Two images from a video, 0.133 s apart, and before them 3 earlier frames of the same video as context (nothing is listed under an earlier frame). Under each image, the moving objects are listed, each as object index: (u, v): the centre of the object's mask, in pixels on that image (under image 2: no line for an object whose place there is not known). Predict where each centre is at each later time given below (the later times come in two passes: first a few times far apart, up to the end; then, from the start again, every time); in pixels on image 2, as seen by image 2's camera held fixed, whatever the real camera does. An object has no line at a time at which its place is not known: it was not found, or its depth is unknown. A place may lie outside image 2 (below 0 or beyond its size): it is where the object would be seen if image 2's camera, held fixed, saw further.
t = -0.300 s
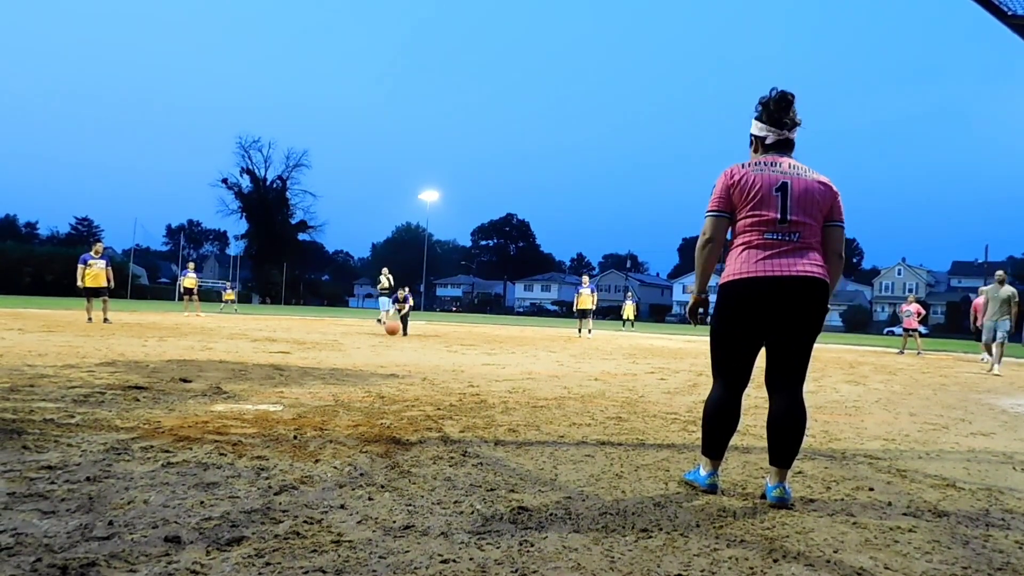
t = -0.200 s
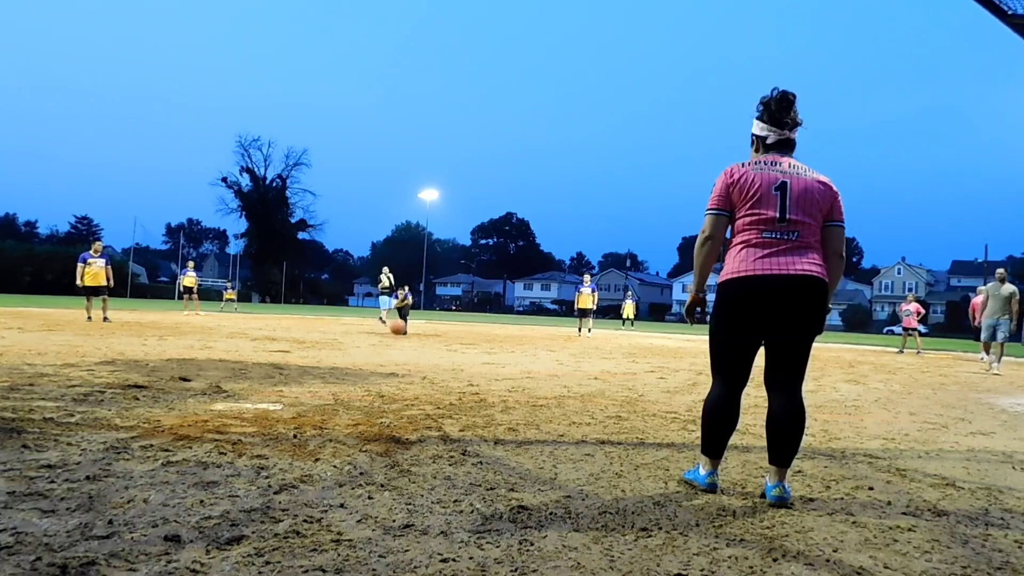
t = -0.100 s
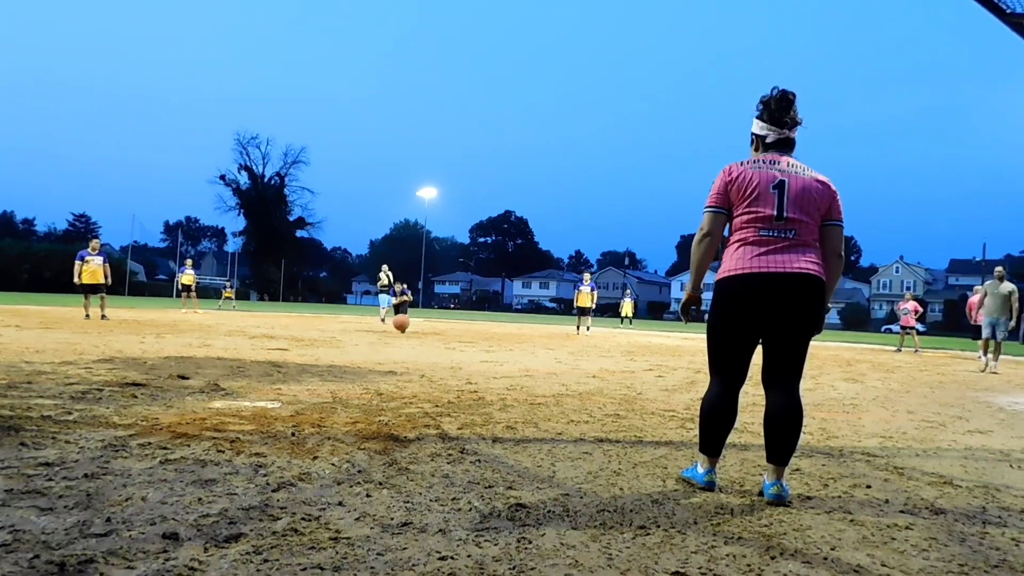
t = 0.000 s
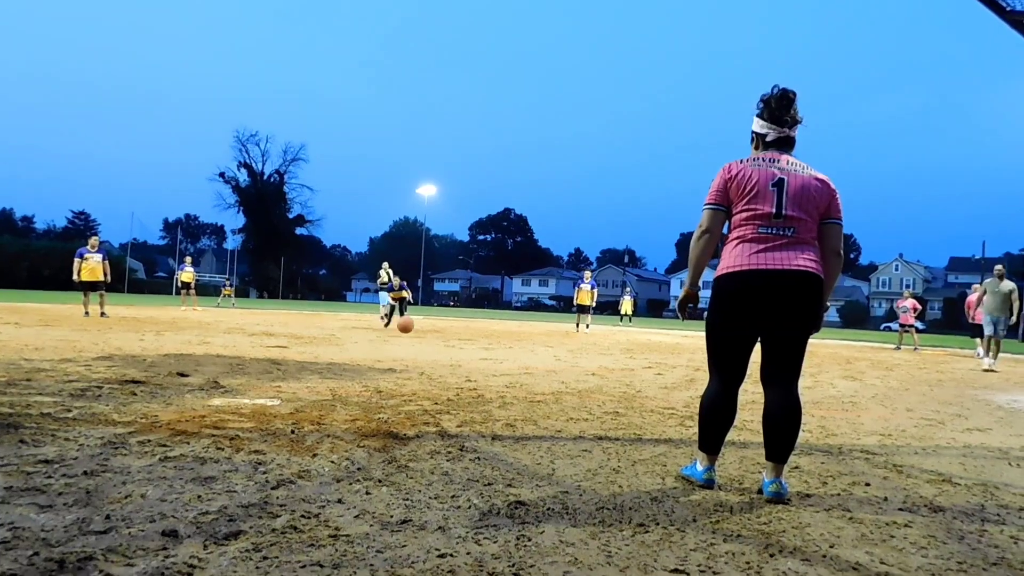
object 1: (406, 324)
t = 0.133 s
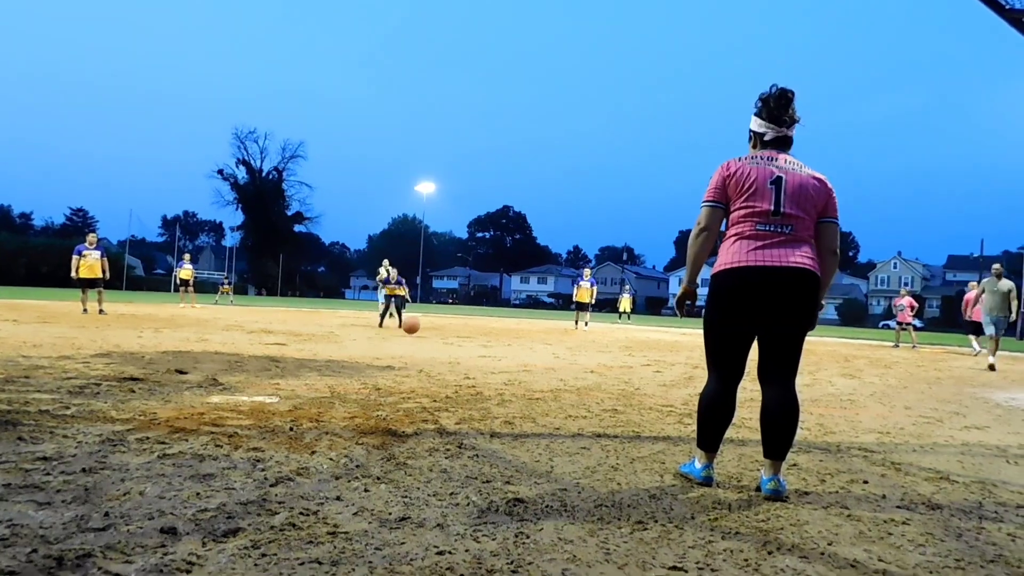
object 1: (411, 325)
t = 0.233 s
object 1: (416, 327)
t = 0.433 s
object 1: (428, 332)
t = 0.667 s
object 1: (444, 336)
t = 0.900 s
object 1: (462, 340)
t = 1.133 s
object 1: (483, 345)
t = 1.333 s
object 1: (504, 349)
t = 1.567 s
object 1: (532, 353)
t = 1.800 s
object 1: (565, 357)
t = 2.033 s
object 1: (602, 367)
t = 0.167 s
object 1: (412, 325)
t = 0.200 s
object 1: (414, 325)
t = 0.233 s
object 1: (416, 327)
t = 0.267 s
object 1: (418, 328)
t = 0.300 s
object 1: (419, 330)
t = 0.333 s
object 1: (422, 331)
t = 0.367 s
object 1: (424, 331)
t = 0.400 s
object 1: (426, 331)
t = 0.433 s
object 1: (428, 332)
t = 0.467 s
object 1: (430, 332)
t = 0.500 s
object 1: (432, 334)
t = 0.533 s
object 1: (434, 335)
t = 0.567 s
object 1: (437, 335)
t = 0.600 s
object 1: (439, 335)
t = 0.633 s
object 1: (441, 336)
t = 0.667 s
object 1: (444, 336)
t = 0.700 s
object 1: (446, 336)
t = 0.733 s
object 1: (449, 338)
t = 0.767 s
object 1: (452, 339)
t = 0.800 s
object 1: (454, 339)
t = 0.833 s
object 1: (457, 339)
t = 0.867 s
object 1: (459, 340)
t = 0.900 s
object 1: (462, 340)
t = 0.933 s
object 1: (466, 342)
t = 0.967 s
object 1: (469, 344)
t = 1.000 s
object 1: (472, 344)
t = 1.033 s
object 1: (475, 343)
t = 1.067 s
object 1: (477, 343)
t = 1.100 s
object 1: (480, 344)
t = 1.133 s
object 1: (483, 345)
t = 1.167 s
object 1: (487, 347)
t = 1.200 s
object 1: (490, 349)
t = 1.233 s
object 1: (494, 349)
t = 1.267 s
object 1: (498, 348)
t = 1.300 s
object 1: (501, 348)
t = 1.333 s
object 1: (504, 349)
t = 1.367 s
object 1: (507, 349)
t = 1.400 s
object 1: (512, 350)
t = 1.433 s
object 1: (516, 354)
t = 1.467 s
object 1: (520, 355)
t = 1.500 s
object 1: (525, 354)
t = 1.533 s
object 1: (528, 353)
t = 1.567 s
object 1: (532, 353)
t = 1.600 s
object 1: (536, 353)
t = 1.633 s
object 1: (541, 353)
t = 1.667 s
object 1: (545, 356)
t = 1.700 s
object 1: (550, 360)
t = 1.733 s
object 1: (555, 363)
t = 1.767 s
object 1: (560, 360)
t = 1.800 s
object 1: (565, 357)
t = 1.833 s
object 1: (569, 356)
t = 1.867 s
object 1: (574, 354)
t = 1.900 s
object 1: (579, 353)
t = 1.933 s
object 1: (585, 353)
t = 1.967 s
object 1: (591, 356)
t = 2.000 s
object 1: (596, 360)
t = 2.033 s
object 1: (602, 367)
